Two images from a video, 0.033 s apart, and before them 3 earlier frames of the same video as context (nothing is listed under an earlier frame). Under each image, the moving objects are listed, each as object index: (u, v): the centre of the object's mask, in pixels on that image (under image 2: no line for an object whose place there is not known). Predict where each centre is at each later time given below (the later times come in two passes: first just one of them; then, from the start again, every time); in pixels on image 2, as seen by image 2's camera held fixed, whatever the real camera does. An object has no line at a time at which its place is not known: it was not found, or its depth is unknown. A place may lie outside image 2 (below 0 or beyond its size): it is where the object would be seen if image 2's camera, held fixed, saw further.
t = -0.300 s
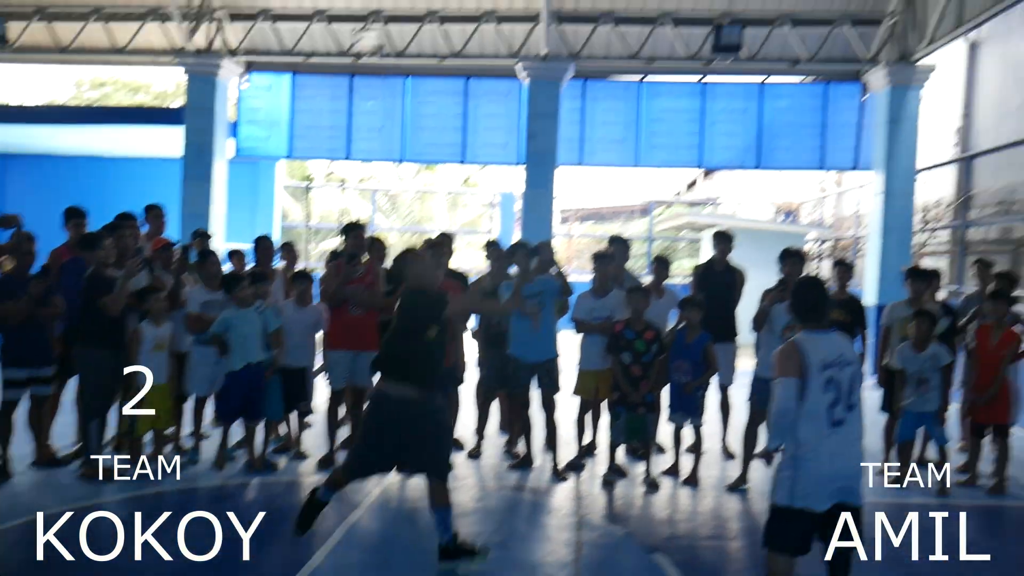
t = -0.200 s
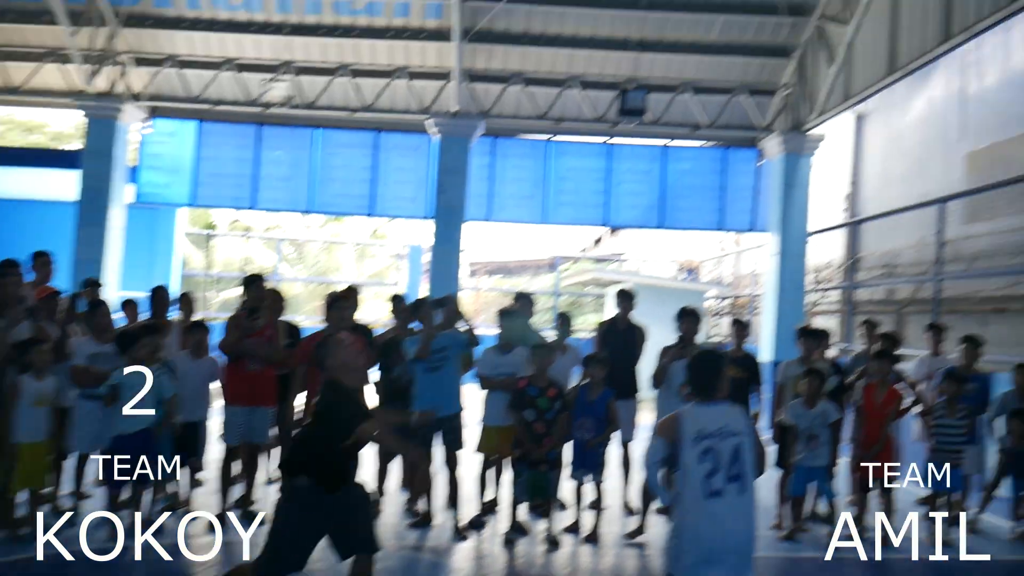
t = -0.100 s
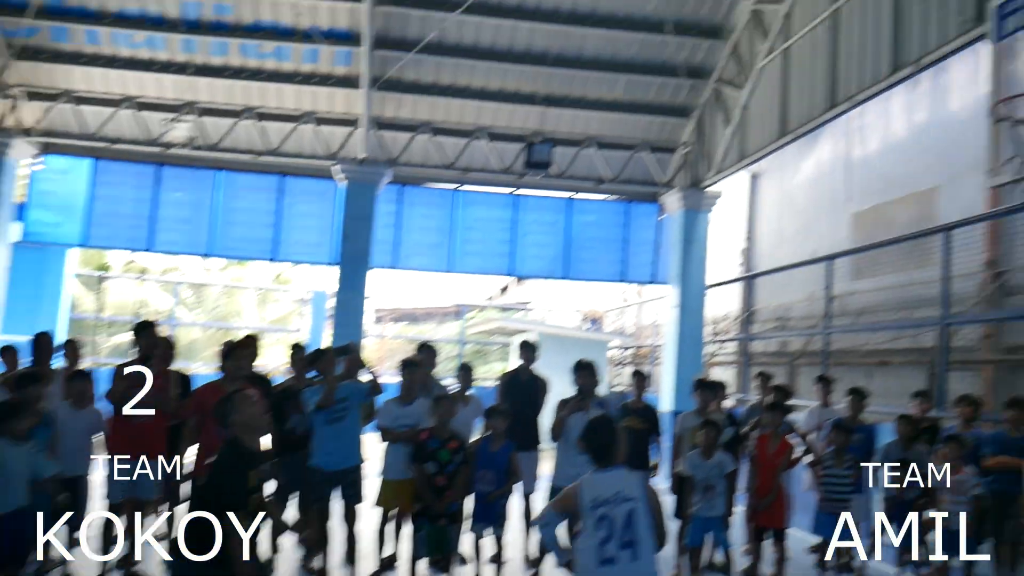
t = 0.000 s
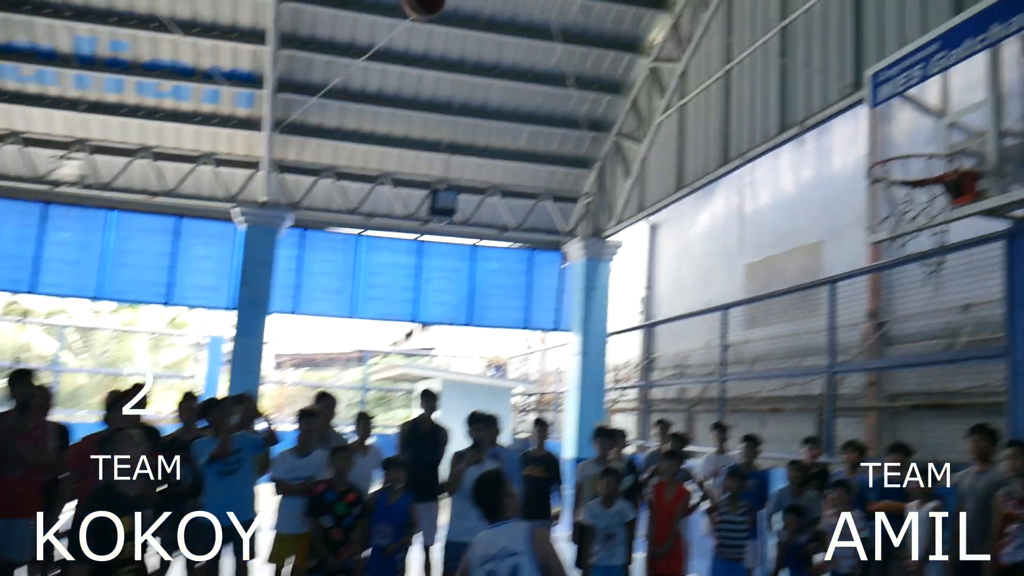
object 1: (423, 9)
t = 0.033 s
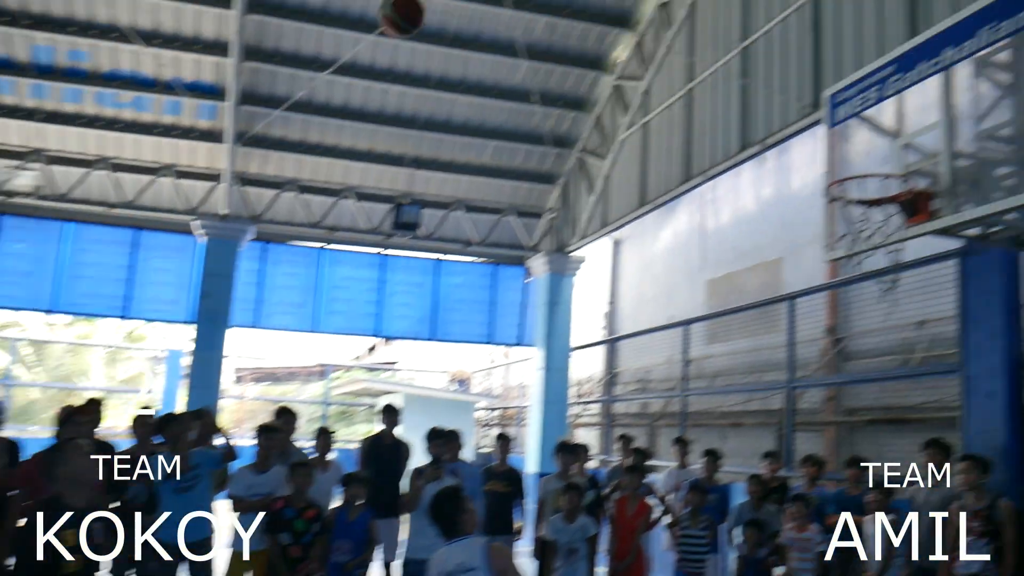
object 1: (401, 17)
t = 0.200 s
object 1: (460, 60)
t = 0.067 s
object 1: (413, 20)
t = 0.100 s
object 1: (426, 27)
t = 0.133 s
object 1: (438, 36)
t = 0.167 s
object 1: (450, 47)
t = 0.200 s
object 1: (460, 60)
